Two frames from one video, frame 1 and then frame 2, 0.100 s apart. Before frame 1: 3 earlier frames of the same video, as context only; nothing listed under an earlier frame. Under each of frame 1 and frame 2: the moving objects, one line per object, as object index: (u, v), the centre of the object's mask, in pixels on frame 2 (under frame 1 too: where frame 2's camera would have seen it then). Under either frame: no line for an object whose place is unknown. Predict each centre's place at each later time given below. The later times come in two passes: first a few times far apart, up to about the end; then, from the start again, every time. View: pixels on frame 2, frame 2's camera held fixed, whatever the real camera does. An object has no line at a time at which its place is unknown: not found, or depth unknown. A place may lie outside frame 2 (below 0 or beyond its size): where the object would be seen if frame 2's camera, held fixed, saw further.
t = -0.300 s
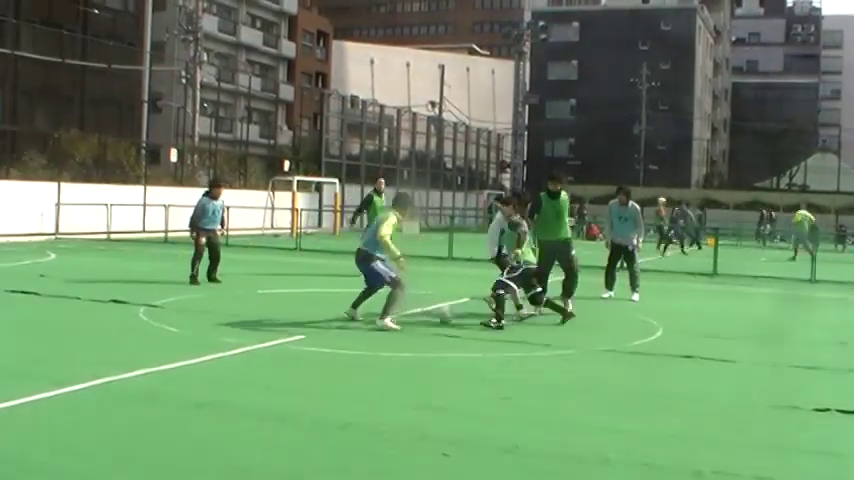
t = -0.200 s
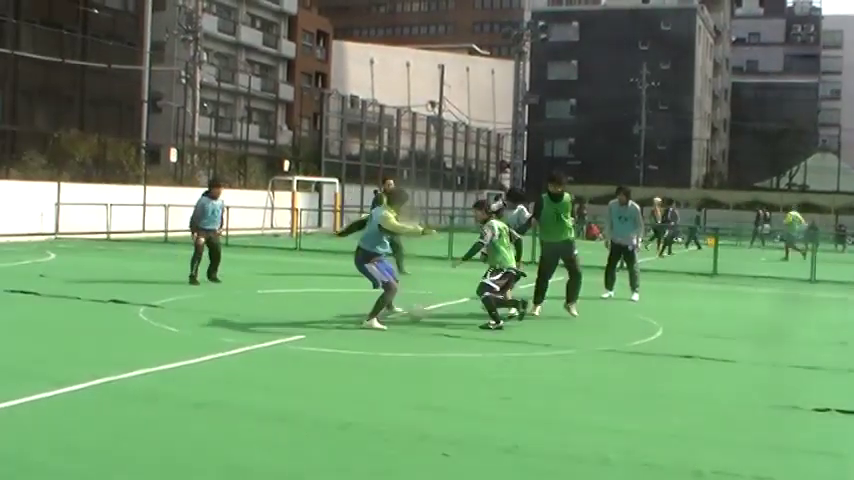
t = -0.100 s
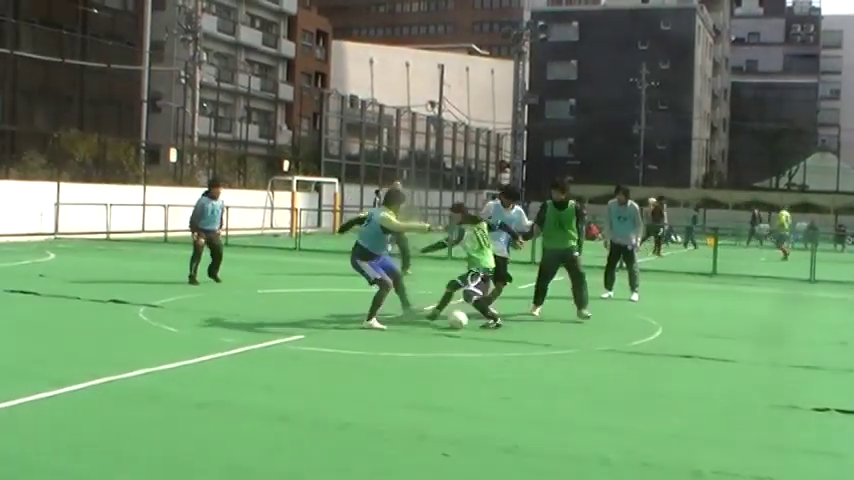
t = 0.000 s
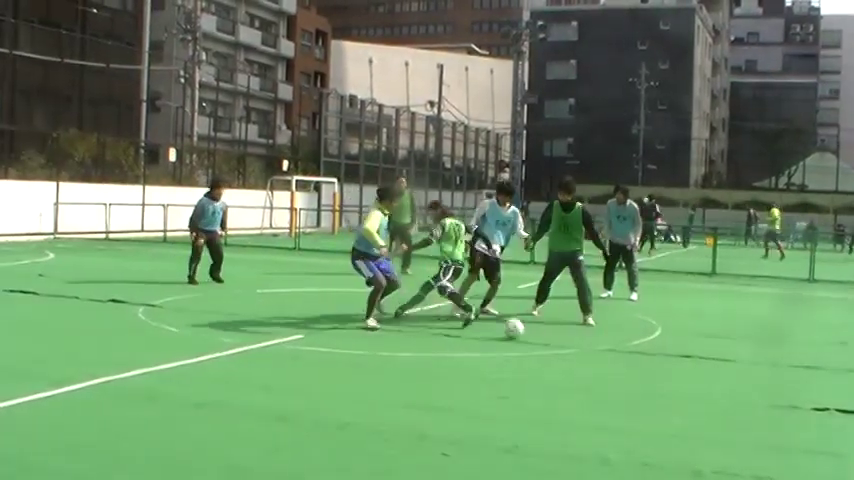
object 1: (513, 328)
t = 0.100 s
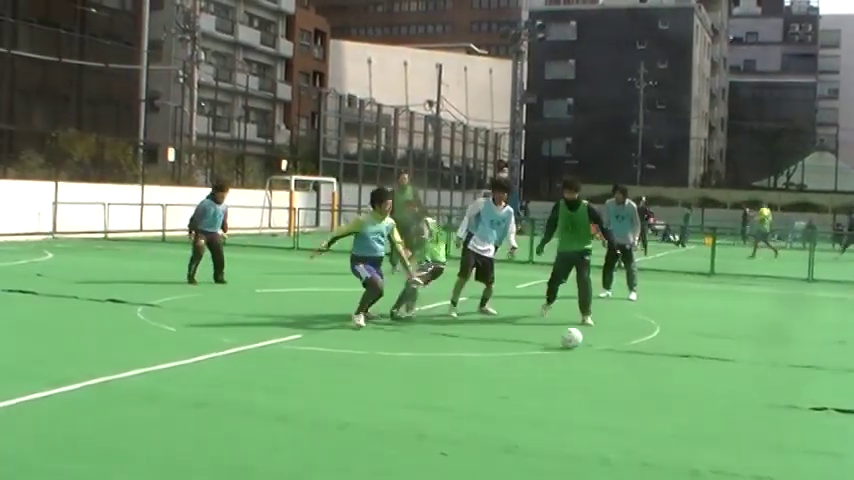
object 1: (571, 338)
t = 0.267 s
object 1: (670, 355)
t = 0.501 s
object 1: (812, 381)
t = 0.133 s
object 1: (591, 342)
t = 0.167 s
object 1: (610, 345)
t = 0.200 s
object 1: (630, 348)
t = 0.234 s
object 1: (652, 353)
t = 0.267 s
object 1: (670, 355)
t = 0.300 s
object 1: (691, 358)
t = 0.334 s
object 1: (710, 362)
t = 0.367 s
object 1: (731, 366)
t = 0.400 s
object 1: (751, 368)
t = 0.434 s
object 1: (772, 372)
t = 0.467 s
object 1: (792, 377)
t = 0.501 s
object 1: (812, 381)
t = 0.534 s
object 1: (835, 384)
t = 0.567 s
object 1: (857, 388)
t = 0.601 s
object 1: (879, 394)
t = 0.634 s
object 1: (903, 398)
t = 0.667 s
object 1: (926, 403)
